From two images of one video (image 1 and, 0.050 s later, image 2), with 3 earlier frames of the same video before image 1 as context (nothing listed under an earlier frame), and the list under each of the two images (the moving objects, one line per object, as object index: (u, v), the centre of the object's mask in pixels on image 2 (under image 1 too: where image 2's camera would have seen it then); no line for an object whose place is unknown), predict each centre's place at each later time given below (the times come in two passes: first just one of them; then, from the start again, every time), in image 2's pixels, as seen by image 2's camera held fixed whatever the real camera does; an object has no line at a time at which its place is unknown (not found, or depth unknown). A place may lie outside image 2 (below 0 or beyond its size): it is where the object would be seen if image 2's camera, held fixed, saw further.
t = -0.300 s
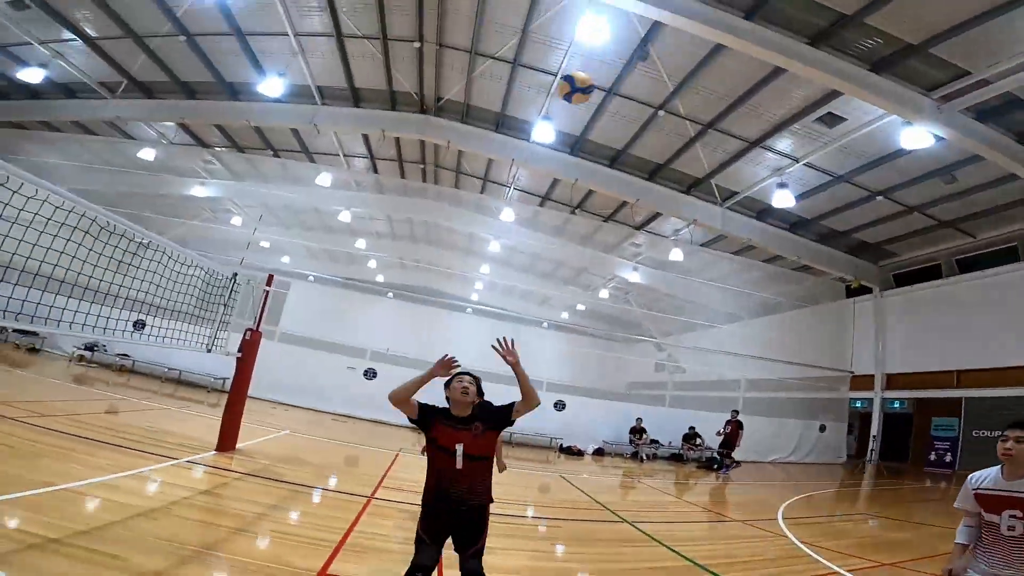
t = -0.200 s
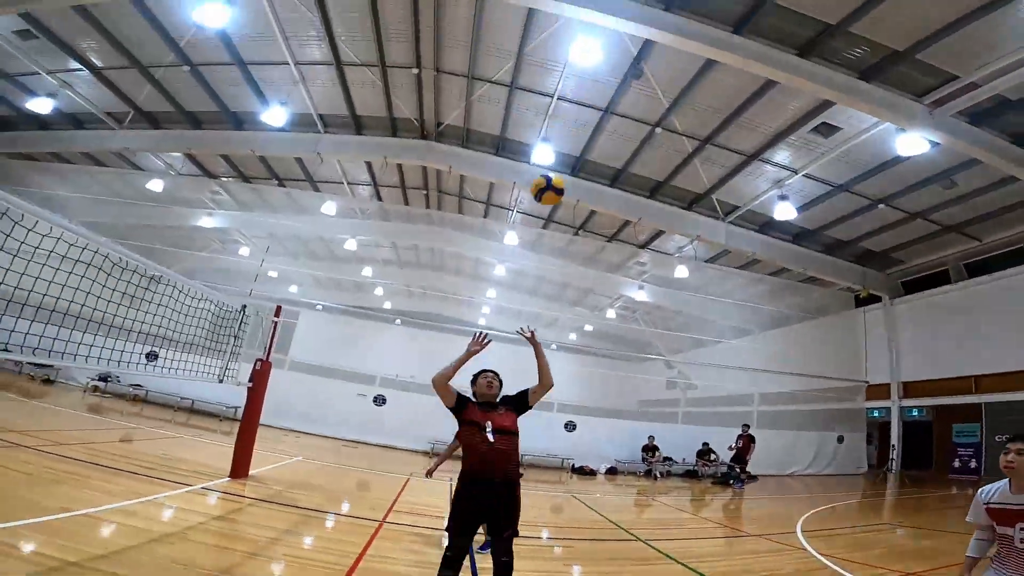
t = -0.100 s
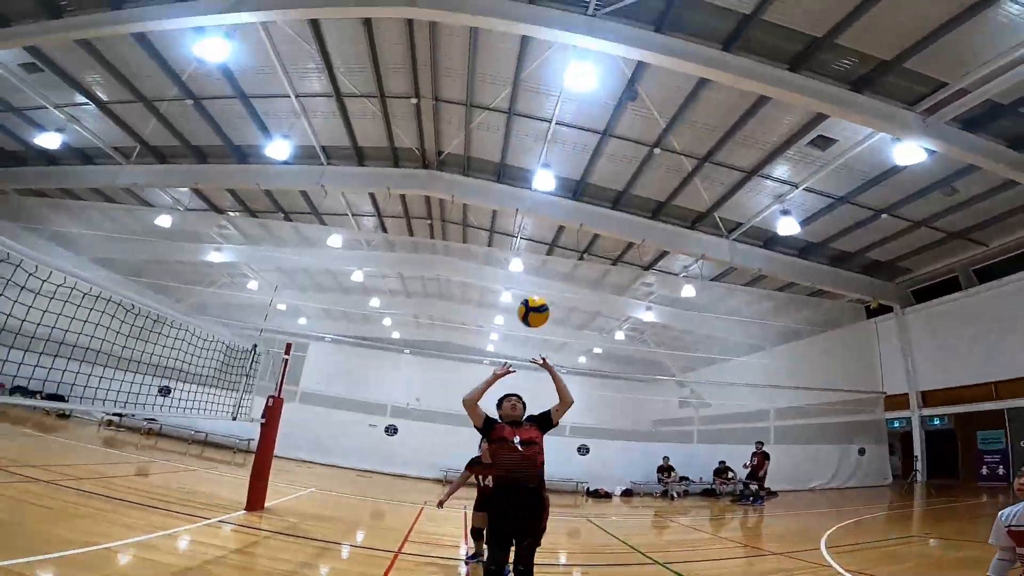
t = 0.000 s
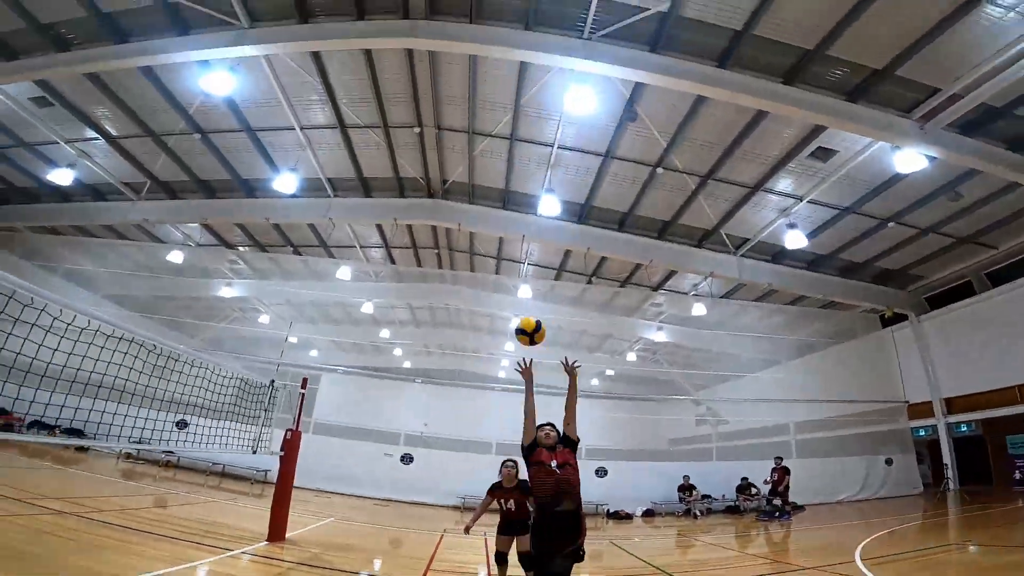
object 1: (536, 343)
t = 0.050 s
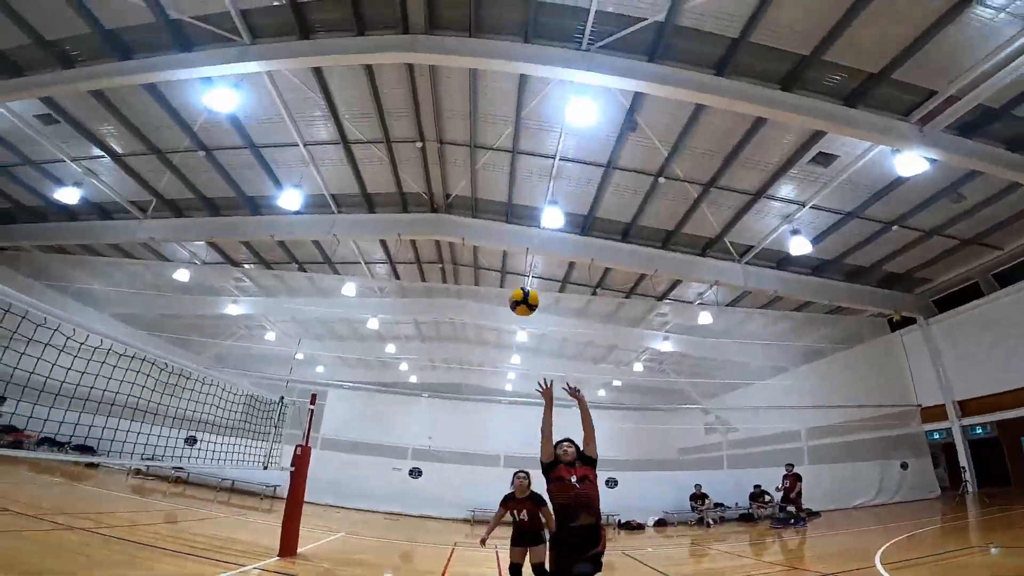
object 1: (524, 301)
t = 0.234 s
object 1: (481, 175)
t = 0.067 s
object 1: (520, 287)
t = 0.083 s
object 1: (516, 275)
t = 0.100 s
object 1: (513, 263)
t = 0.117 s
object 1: (508, 250)
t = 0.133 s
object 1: (504, 238)
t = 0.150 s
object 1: (500, 227)
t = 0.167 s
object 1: (497, 216)
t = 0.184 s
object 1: (493, 205)
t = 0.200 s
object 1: (489, 195)
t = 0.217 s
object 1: (485, 185)
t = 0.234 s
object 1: (481, 175)
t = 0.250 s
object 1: (477, 165)
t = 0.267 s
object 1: (473, 157)
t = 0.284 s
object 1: (469, 147)
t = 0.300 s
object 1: (465, 137)
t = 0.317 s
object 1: (461, 128)
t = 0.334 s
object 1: (457, 120)
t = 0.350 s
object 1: (453, 111)
